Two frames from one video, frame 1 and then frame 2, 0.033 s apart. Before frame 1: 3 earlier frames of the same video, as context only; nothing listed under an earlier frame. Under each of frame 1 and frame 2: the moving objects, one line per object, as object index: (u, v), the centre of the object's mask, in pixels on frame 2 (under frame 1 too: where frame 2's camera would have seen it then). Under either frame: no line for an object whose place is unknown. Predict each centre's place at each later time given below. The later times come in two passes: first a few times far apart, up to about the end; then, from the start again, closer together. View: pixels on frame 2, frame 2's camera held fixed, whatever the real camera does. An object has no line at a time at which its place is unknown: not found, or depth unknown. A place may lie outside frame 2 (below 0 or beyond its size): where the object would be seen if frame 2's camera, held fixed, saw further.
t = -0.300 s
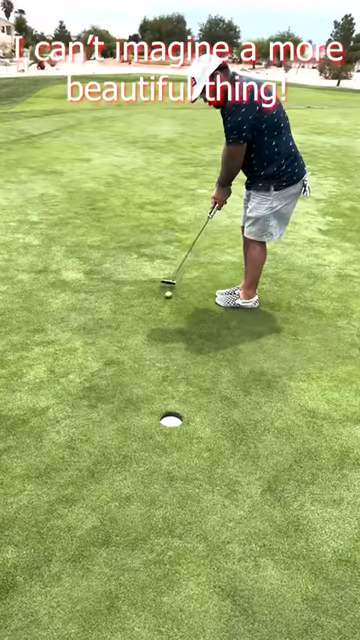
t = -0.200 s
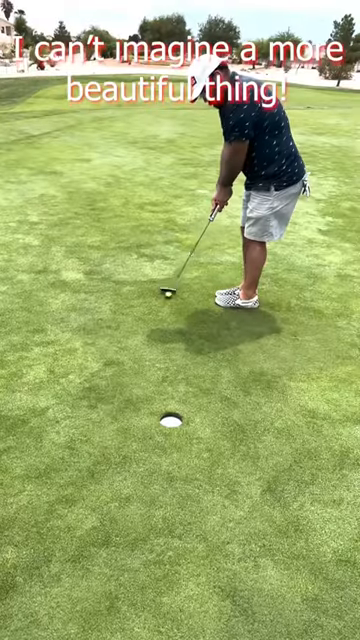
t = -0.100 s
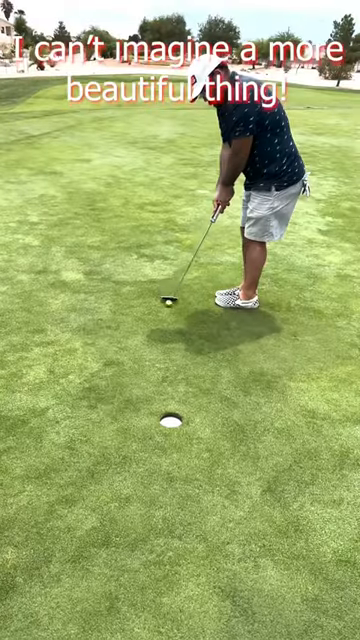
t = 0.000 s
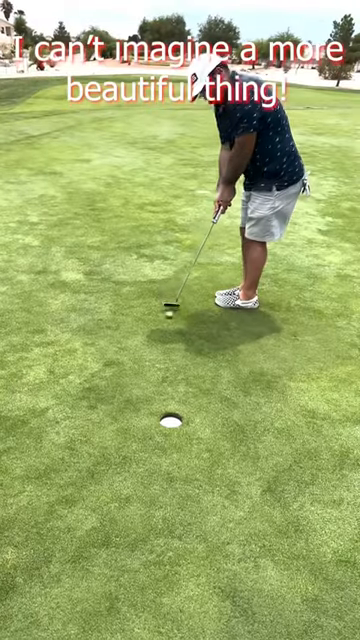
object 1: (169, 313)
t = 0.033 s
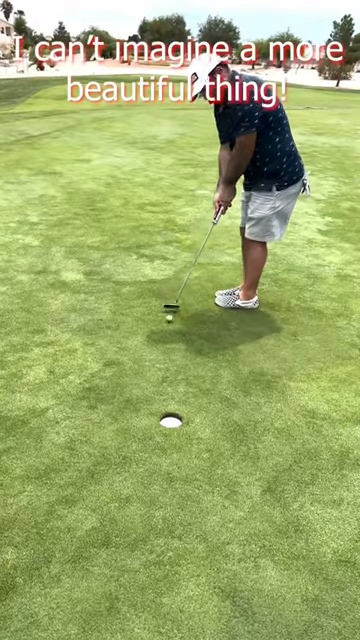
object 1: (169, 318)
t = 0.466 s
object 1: (171, 373)
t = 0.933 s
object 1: (179, 413)
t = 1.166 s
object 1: (183, 409)
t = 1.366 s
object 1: (183, 409)
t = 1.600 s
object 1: (183, 408)
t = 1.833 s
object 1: (183, 408)
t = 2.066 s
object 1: (183, 408)
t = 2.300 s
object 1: (183, 408)
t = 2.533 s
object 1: (183, 408)
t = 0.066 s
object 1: (169, 321)
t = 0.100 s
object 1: (169, 326)
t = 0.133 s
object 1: (170, 329)
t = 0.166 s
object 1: (170, 334)
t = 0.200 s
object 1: (170, 338)
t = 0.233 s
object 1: (171, 342)
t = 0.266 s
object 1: (170, 346)
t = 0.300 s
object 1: (171, 351)
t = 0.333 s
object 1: (171, 356)
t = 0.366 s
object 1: (171, 360)
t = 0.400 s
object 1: (171, 364)
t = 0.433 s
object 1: (171, 369)
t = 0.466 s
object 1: (171, 373)
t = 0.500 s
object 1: (171, 378)
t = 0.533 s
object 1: (171, 382)
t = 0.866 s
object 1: (174, 415)
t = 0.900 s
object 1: (177, 413)
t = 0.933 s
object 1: (179, 413)
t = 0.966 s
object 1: (180, 412)
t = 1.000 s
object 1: (181, 411)
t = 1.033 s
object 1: (182, 411)
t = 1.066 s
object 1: (182, 410)
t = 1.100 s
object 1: (182, 410)
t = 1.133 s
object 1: (183, 409)
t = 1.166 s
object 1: (183, 409)
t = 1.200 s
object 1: (183, 409)
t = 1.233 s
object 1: (183, 409)
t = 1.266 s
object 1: (183, 409)
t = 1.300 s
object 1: (183, 409)
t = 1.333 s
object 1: (183, 409)
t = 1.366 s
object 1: (183, 409)
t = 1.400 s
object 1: (183, 409)
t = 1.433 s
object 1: (183, 409)
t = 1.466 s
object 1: (183, 408)
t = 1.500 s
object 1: (183, 409)
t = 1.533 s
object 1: (183, 409)
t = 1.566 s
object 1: (183, 408)
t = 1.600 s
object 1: (183, 408)
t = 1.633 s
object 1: (183, 408)
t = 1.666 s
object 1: (183, 408)
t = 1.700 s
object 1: (183, 408)
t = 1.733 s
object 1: (183, 408)
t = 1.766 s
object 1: (183, 408)
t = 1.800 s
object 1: (183, 408)
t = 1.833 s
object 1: (183, 408)
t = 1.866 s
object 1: (183, 408)
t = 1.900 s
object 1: (182, 408)
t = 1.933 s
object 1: (183, 408)
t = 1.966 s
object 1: (183, 408)
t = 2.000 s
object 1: (183, 408)
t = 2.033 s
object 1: (183, 408)
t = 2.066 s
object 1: (183, 408)
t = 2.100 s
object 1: (183, 408)
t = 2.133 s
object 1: (183, 408)
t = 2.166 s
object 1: (183, 408)
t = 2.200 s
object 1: (183, 408)
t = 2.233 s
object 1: (183, 408)
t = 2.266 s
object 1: (183, 408)
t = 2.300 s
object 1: (183, 408)
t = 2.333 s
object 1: (183, 408)
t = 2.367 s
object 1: (183, 408)
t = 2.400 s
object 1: (183, 408)
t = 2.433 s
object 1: (183, 408)
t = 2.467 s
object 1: (183, 408)
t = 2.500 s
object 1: (183, 408)
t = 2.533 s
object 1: (183, 408)
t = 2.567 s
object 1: (183, 408)
